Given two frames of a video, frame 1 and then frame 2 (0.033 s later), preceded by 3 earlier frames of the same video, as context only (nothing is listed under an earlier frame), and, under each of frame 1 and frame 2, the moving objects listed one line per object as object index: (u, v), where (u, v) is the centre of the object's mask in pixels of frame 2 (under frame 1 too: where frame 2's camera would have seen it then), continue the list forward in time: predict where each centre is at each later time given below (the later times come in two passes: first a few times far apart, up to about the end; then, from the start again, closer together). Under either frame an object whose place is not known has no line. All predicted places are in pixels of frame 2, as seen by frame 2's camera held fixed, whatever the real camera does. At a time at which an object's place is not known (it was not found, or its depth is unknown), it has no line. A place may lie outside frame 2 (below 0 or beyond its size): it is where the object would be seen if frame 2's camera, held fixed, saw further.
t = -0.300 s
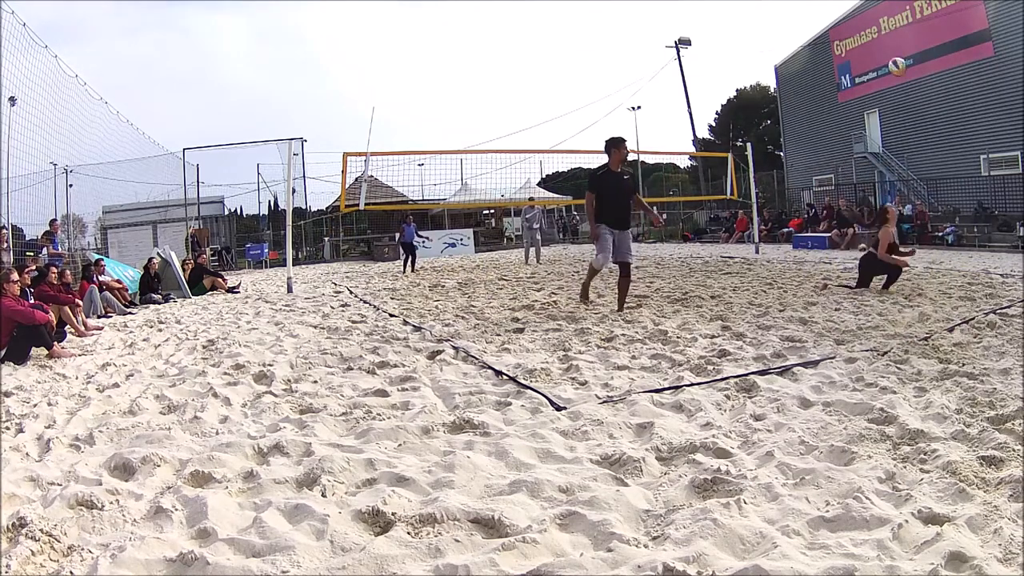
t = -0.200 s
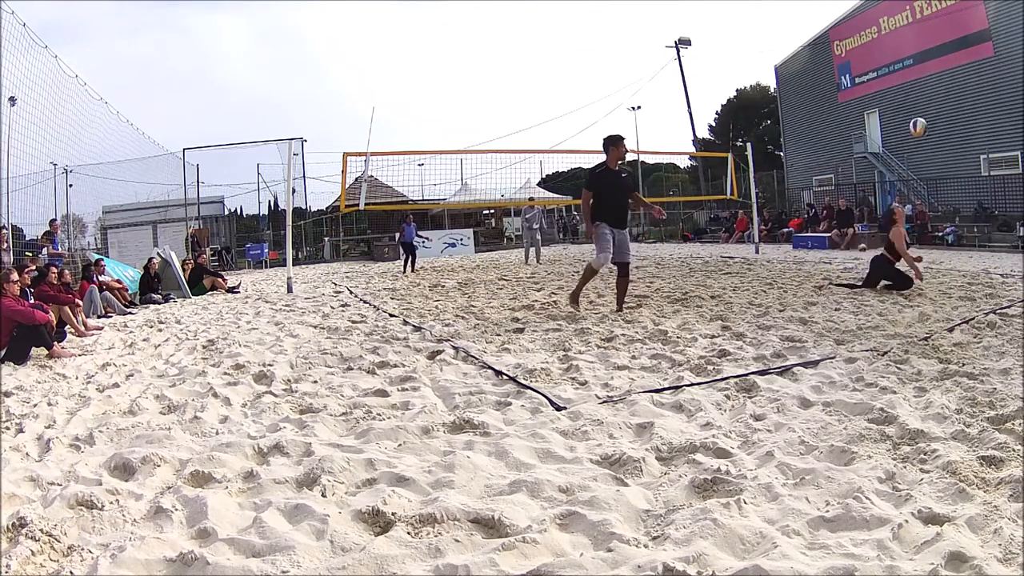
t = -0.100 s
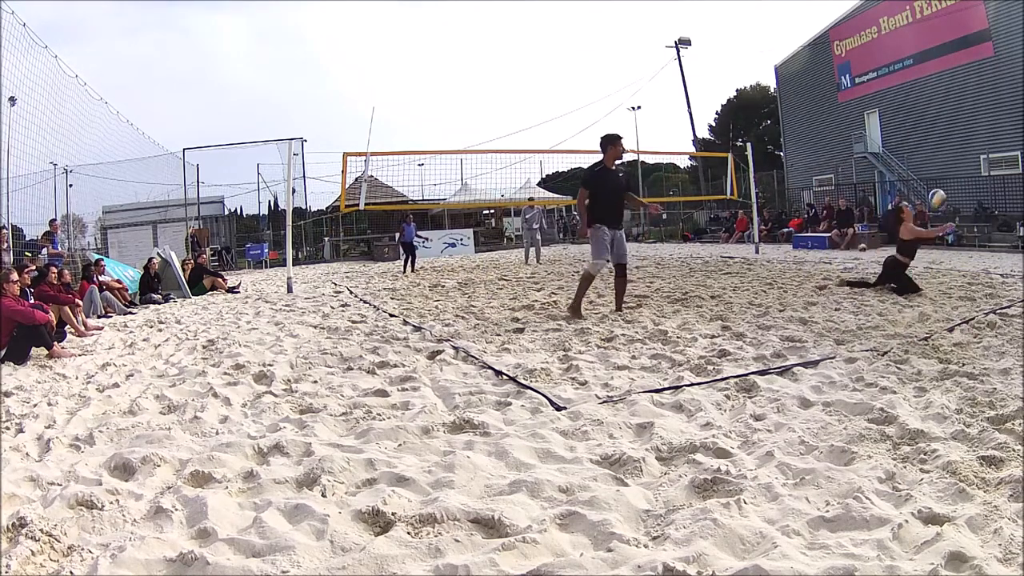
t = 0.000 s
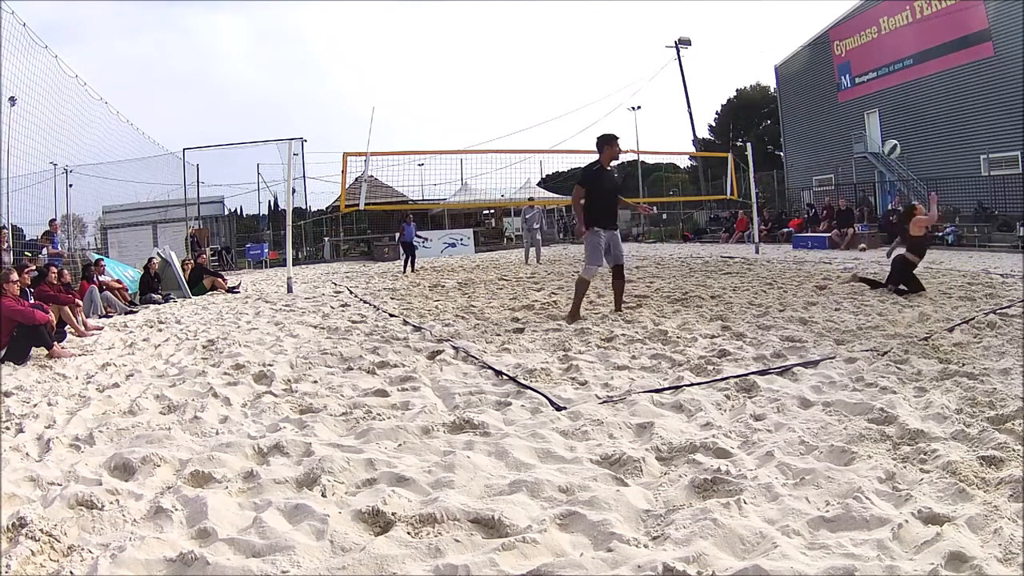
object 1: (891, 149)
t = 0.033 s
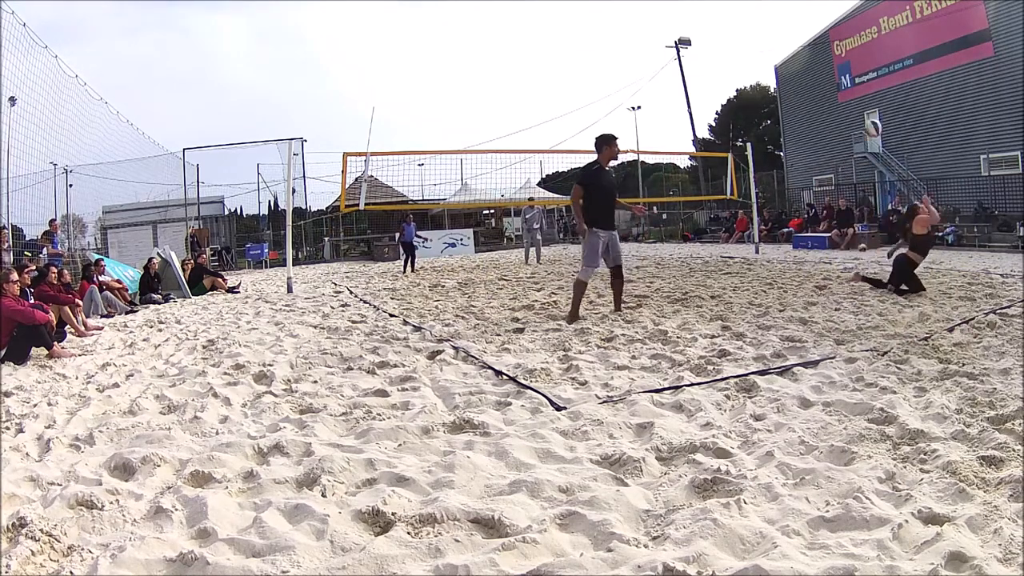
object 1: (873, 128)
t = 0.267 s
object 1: (759, 39)
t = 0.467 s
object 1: (688, 14)
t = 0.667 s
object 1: (634, 18)
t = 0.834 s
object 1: (598, 37)
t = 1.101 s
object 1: (553, 88)
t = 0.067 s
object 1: (855, 109)
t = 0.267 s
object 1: (759, 39)
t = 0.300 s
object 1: (746, 32)
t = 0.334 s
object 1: (733, 27)
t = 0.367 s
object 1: (721, 22)
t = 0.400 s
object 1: (709, 19)
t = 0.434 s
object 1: (698, 16)
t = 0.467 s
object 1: (688, 14)
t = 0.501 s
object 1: (678, 13)
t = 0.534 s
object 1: (668, 13)
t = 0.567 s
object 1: (659, 14)
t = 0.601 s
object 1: (650, 14)
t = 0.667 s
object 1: (634, 18)
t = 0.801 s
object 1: (604, 32)
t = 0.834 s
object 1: (598, 37)
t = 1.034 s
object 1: (563, 73)
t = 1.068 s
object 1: (558, 80)
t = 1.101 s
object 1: (553, 88)
